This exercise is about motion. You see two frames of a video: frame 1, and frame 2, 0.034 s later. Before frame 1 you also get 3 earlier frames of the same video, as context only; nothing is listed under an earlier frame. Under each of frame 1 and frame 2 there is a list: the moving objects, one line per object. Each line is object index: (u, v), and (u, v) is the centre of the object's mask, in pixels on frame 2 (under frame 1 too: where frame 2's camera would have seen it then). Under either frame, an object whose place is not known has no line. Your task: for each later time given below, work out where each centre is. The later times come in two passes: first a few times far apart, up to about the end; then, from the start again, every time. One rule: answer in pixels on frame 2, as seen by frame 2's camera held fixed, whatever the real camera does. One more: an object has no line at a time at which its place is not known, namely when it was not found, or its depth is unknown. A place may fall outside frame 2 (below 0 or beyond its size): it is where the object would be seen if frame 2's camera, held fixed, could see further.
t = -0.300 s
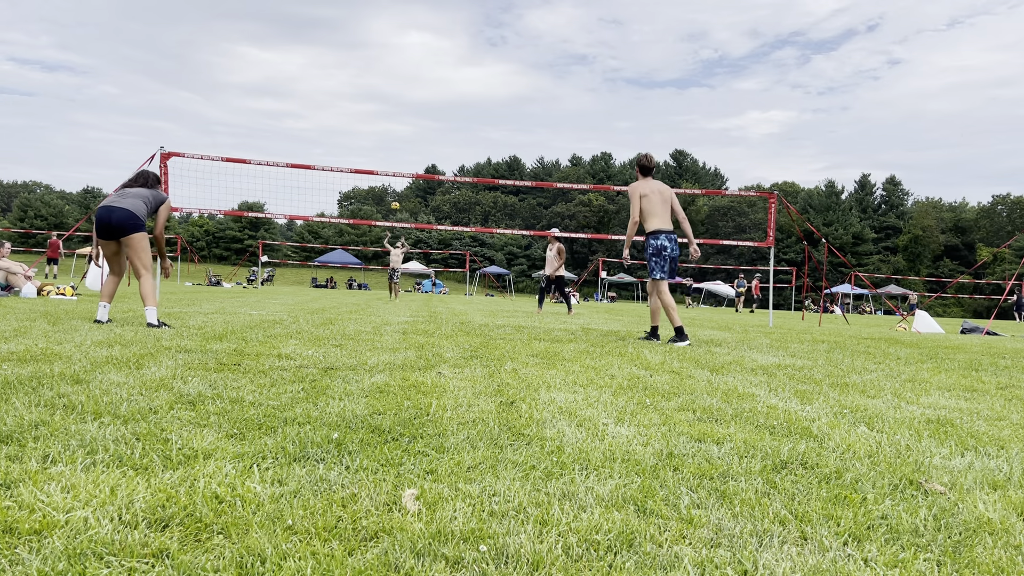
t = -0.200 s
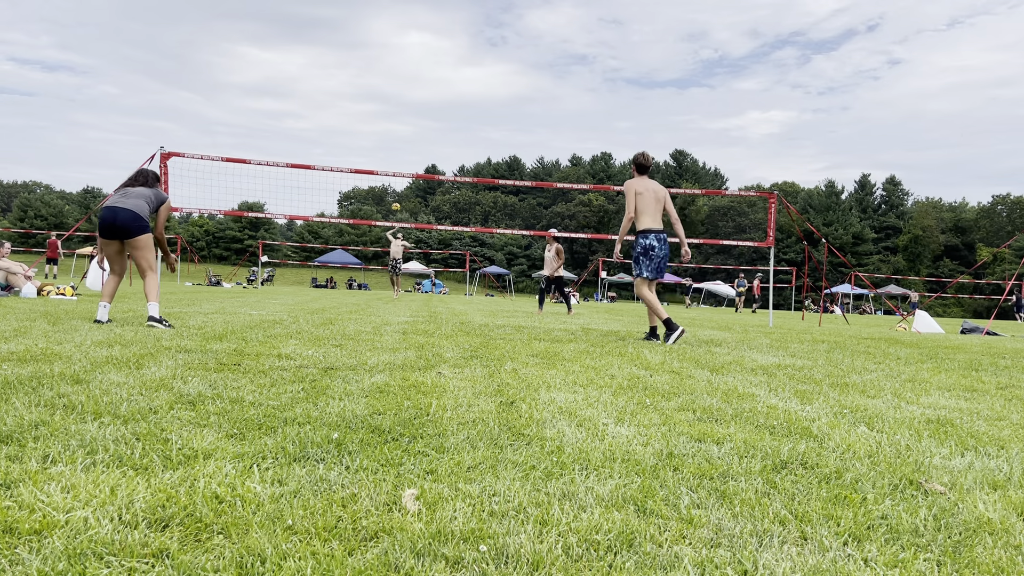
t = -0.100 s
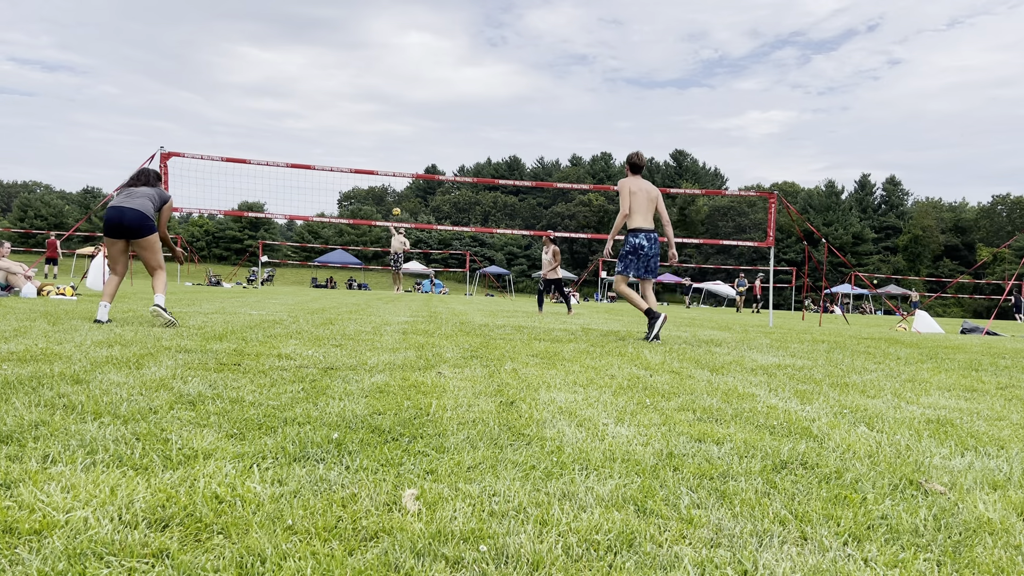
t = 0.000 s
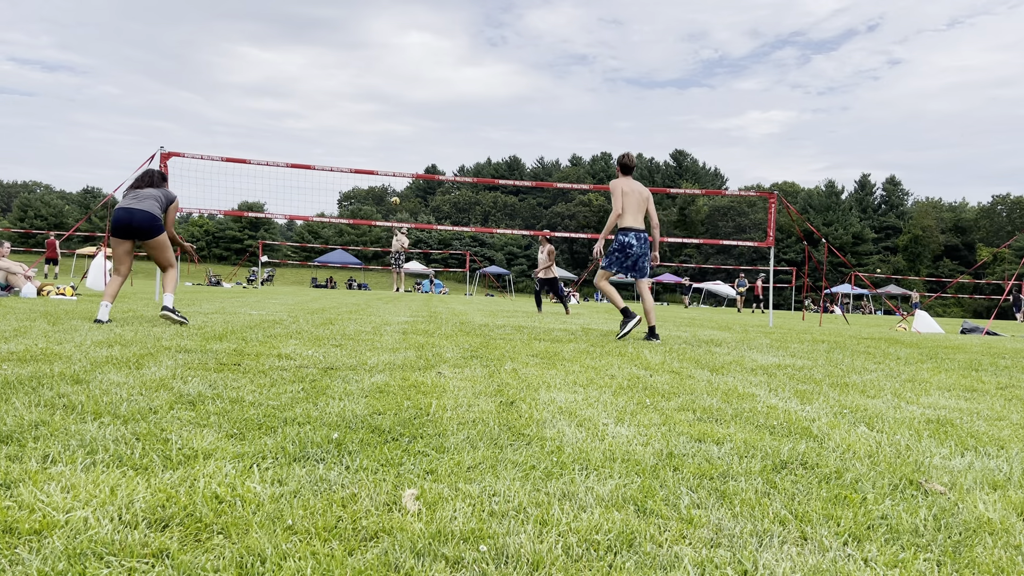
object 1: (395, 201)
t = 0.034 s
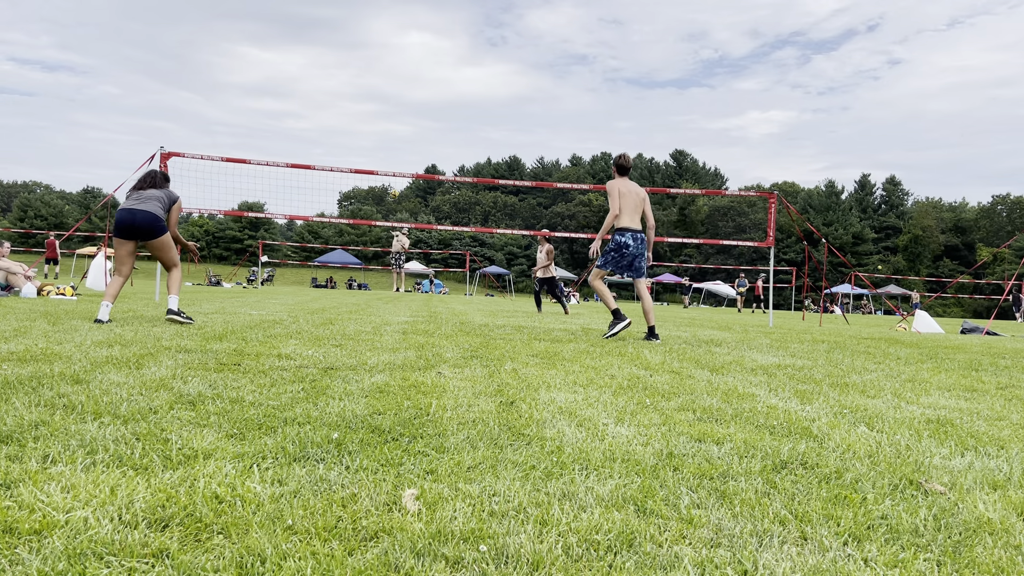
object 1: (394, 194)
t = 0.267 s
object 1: (387, 148)
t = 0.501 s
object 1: (377, 115)
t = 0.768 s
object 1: (356, 105)
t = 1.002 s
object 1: (330, 136)
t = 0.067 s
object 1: (393, 187)
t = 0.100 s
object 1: (392, 180)
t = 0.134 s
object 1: (392, 171)
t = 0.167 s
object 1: (391, 166)
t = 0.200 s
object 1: (390, 160)
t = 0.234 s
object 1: (389, 154)
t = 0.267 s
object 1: (387, 148)
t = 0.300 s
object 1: (386, 142)
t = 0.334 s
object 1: (385, 137)
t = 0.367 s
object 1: (383, 132)
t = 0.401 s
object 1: (382, 127)
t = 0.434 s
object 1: (381, 123)
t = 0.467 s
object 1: (379, 118)
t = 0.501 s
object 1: (377, 115)
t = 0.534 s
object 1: (375, 112)
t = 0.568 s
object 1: (372, 109)
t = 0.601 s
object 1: (370, 107)
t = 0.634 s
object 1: (367, 105)
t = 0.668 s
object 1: (364, 104)
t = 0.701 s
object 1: (362, 104)
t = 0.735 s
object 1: (359, 104)
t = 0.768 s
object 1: (356, 105)
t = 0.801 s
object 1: (352, 107)
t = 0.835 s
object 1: (349, 110)
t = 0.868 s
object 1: (346, 113)
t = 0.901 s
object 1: (342, 117)
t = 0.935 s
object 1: (339, 123)
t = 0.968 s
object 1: (335, 129)
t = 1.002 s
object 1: (330, 136)
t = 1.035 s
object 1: (326, 145)
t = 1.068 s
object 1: (321, 156)
